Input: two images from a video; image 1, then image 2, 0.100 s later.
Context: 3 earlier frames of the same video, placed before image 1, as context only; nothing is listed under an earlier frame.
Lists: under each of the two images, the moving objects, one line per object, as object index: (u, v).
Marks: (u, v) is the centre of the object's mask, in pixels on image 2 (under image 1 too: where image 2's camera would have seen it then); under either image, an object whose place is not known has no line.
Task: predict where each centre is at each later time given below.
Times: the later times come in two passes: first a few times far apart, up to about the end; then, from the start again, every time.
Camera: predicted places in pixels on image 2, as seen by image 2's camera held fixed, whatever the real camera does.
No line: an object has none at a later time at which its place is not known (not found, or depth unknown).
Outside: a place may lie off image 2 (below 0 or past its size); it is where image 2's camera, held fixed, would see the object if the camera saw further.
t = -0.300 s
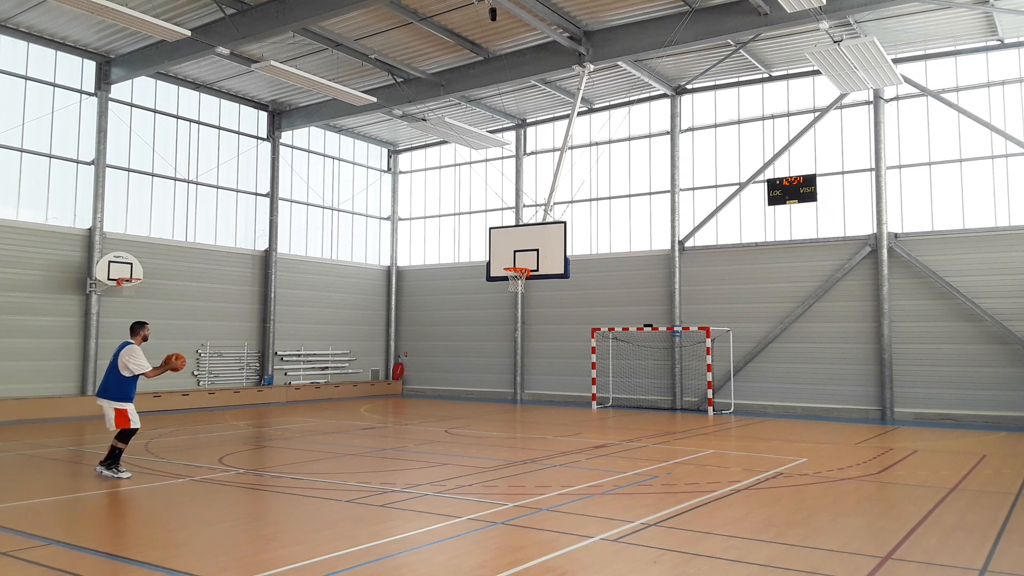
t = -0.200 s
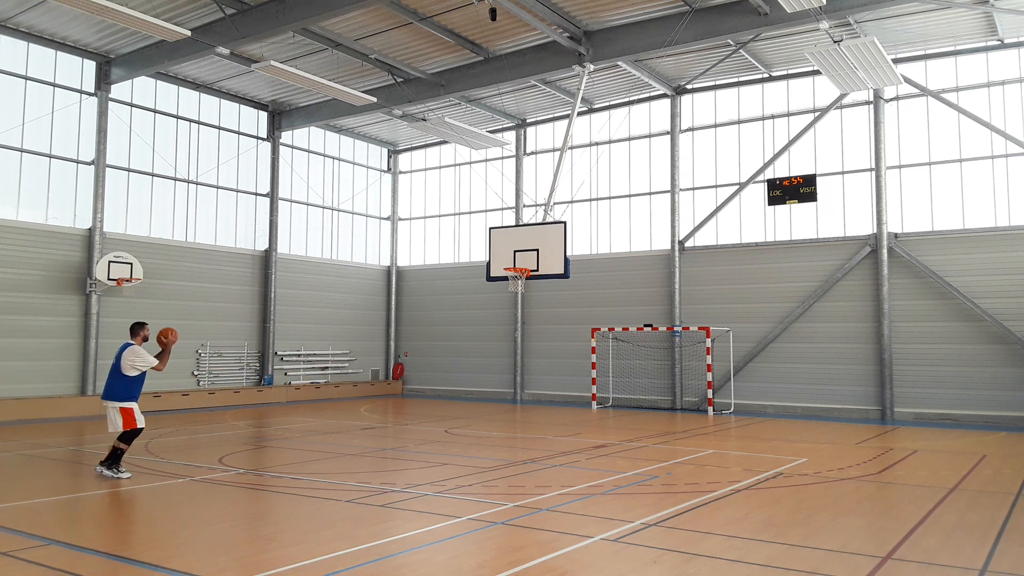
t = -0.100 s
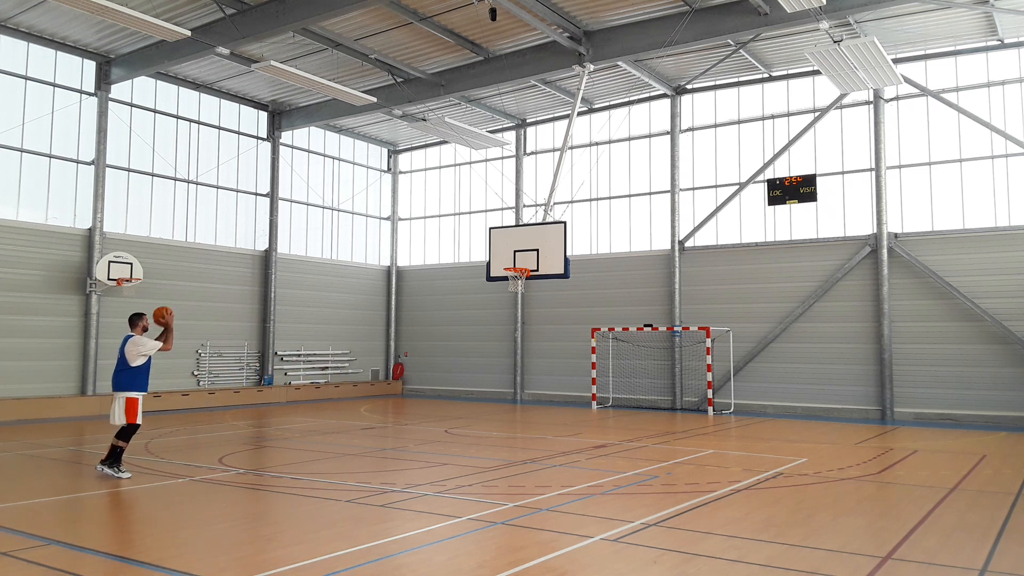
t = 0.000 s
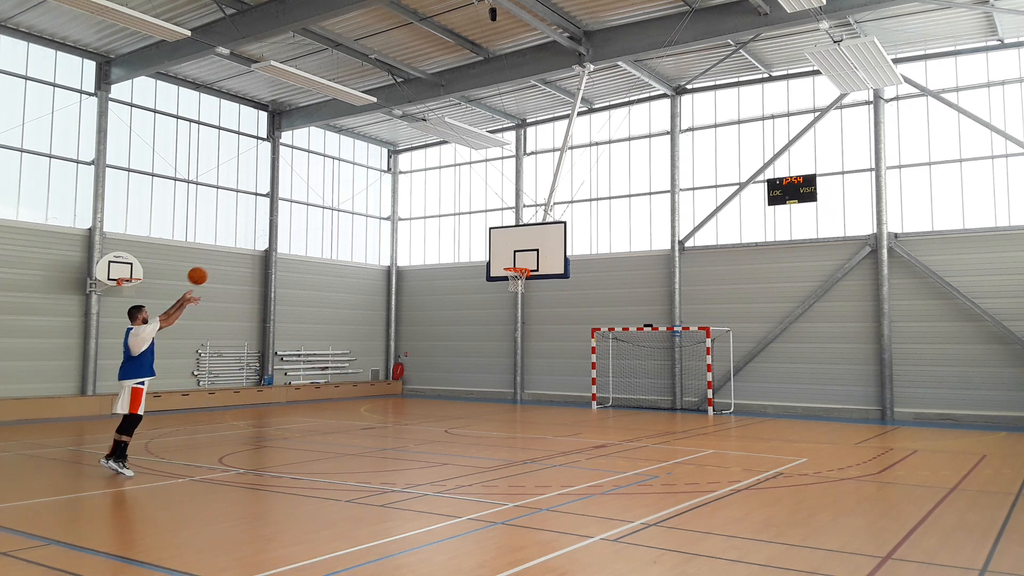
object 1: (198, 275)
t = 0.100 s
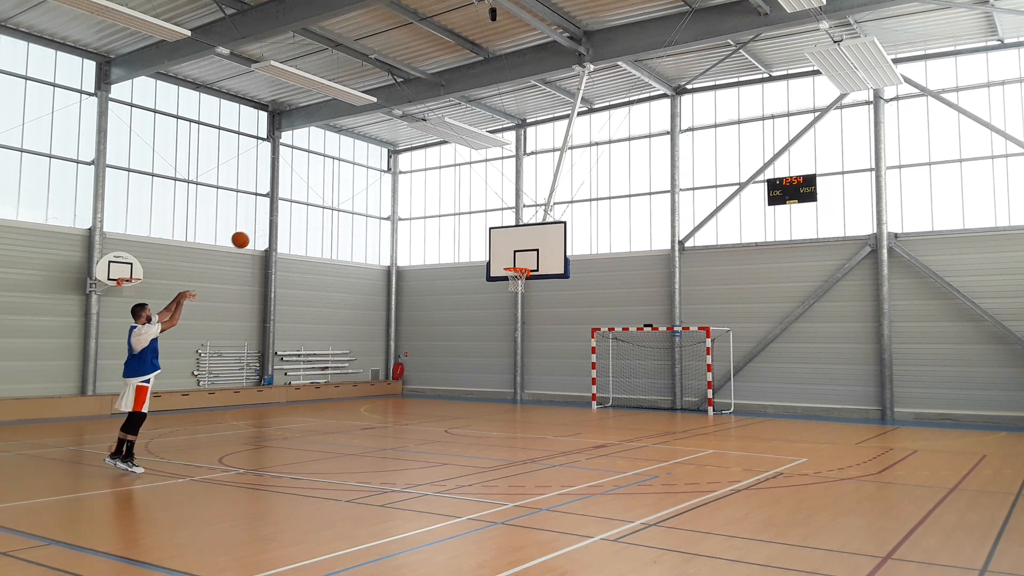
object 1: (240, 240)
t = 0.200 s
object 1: (279, 213)
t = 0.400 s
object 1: (345, 185)
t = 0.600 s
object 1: (400, 183)
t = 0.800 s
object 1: (447, 203)
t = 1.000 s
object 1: (488, 240)
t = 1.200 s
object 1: (522, 262)
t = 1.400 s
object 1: (535, 238)
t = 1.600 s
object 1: (543, 233)
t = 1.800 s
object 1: (552, 249)
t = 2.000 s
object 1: (561, 288)
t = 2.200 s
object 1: (570, 350)
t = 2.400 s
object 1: (579, 432)
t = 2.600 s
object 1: (595, 364)
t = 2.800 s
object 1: (611, 318)
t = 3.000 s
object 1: (627, 296)
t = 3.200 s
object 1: (643, 296)
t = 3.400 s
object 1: (659, 319)
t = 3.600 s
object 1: (676, 366)
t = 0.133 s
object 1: (253, 230)
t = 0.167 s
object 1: (267, 221)
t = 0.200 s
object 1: (279, 213)
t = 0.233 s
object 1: (291, 207)
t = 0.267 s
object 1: (302, 201)
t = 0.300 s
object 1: (314, 196)
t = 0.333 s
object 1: (325, 191)
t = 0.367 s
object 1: (335, 188)
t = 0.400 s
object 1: (345, 185)
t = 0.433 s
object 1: (355, 183)
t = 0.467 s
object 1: (365, 182)
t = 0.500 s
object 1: (374, 181)
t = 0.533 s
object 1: (383, 181)
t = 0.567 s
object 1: (391, 182)
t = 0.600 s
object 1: (400, 183)
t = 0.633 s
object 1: (408, 185)
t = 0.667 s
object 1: (417, 187)
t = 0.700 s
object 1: (424, 190)
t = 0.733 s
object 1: (432, 194)
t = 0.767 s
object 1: (440, 198)
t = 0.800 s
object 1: (447, 203)
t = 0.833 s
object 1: (454, 208)
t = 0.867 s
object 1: (461, 213)
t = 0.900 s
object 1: (468, 219)
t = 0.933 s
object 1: (475, 226)
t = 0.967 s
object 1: (481, 232)
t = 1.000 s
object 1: (488, 240)
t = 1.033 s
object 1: (494, 247)
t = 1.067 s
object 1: (500, 255)
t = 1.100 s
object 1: (506, 263)
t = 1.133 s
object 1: (512, 263)
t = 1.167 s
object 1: (517, 263)
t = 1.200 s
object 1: (522, 262)
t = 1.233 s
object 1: (526, 257)
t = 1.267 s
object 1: (530, 252)
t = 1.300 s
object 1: (531, 248)
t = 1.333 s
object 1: (532, 244)
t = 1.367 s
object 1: (534, 241)
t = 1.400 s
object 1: (535, 238)
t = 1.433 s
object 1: (536, 236)
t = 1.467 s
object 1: (538, 234)
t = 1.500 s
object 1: (539, 233)
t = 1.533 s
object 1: (540, 233)
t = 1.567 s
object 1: (542, 233)
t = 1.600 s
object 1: (543, 233)
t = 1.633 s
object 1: (545, 235)
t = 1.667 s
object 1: (546, 236)
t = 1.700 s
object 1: (548, 239)
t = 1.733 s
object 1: (549, 242)
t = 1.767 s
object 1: (551, 245)
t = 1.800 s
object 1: (552, 249)
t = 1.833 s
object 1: (554, 254)
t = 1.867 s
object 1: (555, 259)
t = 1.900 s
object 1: (557, 266)
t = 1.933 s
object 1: (558, 272)
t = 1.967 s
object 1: (560, 280)
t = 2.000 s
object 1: (561, 288)
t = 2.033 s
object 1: (562, 297)
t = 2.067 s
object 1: (564, 306)
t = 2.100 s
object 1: (565, 316)
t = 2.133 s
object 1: (567, 327)
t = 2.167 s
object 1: (568, 338)
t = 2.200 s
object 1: (570, 350)
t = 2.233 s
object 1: (571, 363)
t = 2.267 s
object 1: (573, 377)
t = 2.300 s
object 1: (574, 391)
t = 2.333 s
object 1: (575, 407)
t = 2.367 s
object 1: (577, 422)
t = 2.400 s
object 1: (579, 432)
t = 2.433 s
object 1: (581, 419)
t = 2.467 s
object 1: (584, 407)
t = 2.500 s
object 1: (586, 395)
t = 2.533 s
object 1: (590, 384)
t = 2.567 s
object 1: (592, 373)
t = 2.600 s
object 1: (595, 364)
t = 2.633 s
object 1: (598, 355)
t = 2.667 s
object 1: (601, 346)
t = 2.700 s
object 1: (603, 338)
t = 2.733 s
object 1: (606, 331)
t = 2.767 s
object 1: (608, 324)
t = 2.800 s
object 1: (611, 318)
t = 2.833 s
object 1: (614, 313)
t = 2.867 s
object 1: (616, 308)
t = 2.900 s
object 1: (619, 304)
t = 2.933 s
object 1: (622, 301)
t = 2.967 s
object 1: (624, 298)
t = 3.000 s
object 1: (627, 296)
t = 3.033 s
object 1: (630, 294)
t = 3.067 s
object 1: (632, 293)
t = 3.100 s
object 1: (635, 293)
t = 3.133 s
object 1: (638, 293)
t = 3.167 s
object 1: (640, 294)
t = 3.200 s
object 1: (643, 296)
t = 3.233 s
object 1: (646, 298)
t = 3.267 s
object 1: (648, 301)
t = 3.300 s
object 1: (651, 305)
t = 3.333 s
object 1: (654, 309)
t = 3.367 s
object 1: (657, 314)
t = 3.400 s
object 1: (659, 319)
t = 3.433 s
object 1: (662, 325)
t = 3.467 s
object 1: (665, 332)
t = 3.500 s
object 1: (668, 340)
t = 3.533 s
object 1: (670, 348)
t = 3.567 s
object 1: (673, 356)
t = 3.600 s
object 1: (676, 366)
